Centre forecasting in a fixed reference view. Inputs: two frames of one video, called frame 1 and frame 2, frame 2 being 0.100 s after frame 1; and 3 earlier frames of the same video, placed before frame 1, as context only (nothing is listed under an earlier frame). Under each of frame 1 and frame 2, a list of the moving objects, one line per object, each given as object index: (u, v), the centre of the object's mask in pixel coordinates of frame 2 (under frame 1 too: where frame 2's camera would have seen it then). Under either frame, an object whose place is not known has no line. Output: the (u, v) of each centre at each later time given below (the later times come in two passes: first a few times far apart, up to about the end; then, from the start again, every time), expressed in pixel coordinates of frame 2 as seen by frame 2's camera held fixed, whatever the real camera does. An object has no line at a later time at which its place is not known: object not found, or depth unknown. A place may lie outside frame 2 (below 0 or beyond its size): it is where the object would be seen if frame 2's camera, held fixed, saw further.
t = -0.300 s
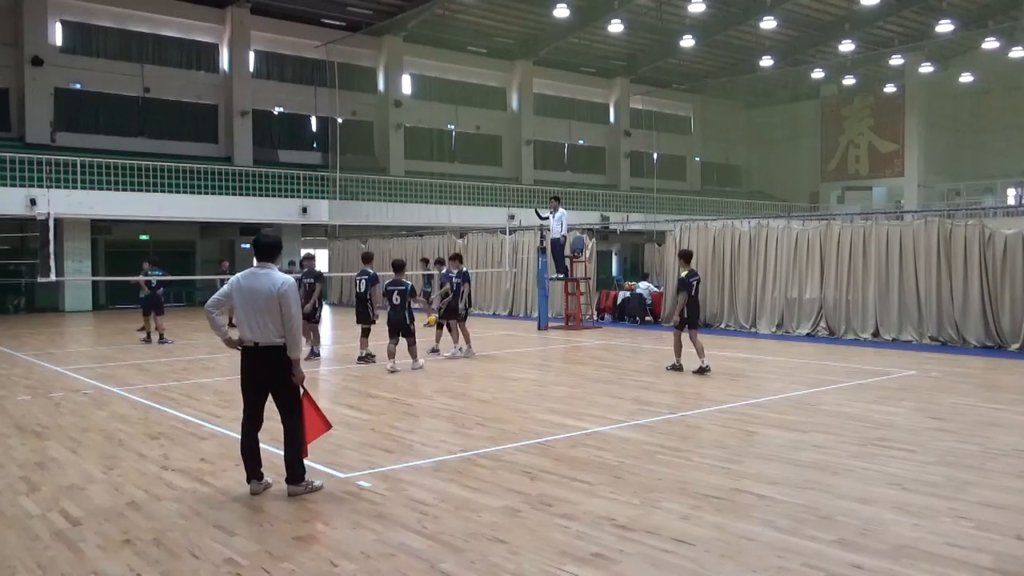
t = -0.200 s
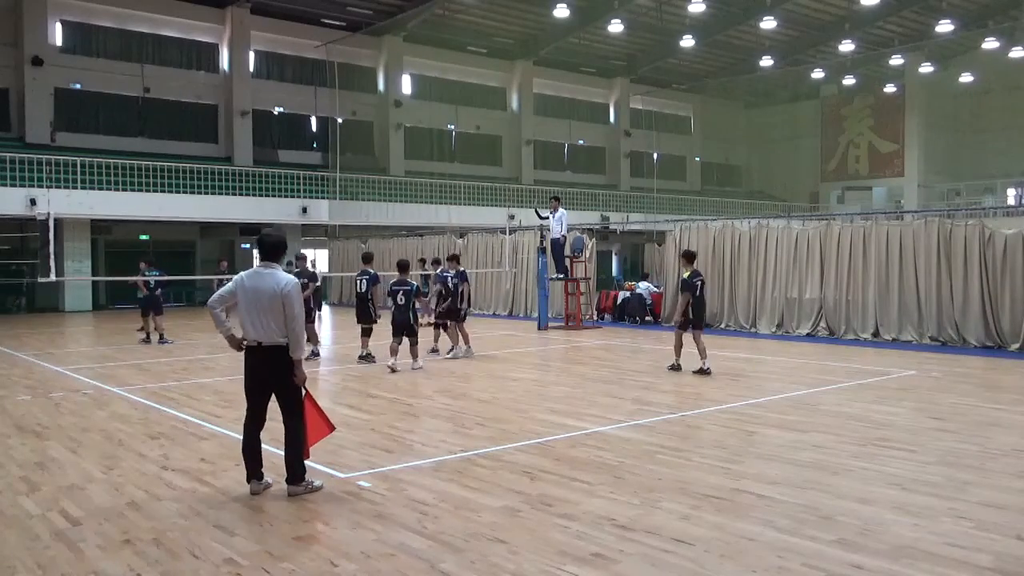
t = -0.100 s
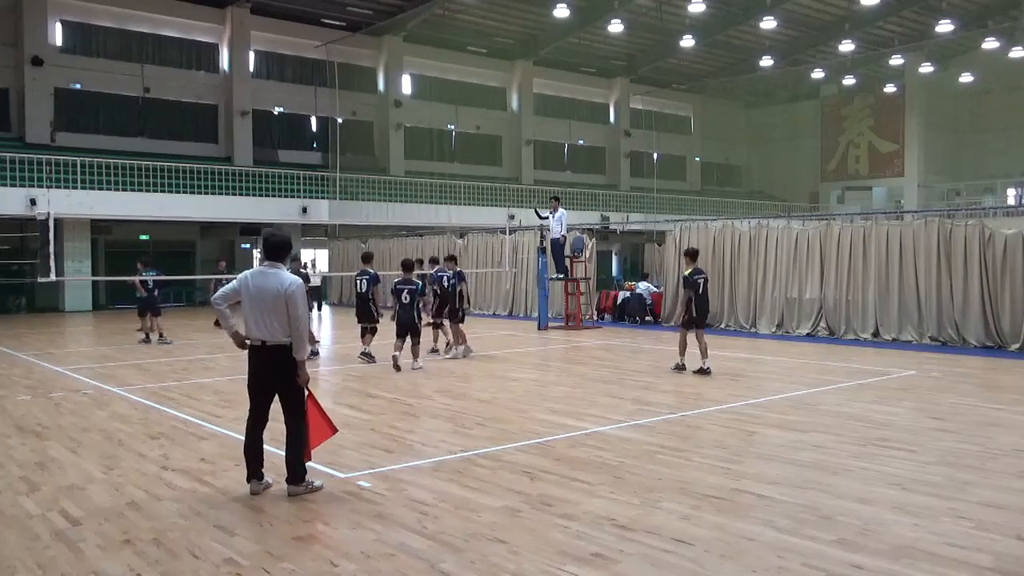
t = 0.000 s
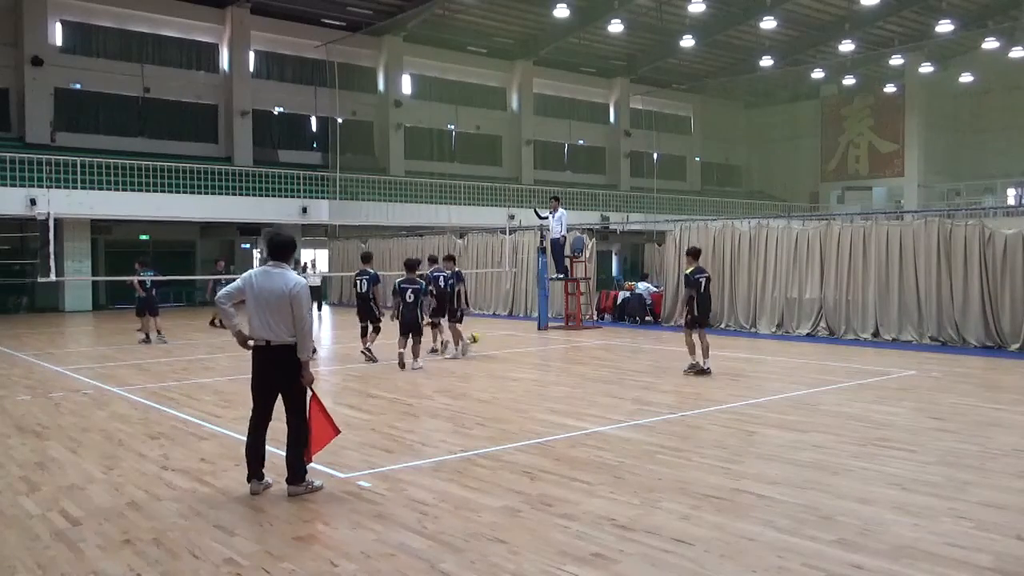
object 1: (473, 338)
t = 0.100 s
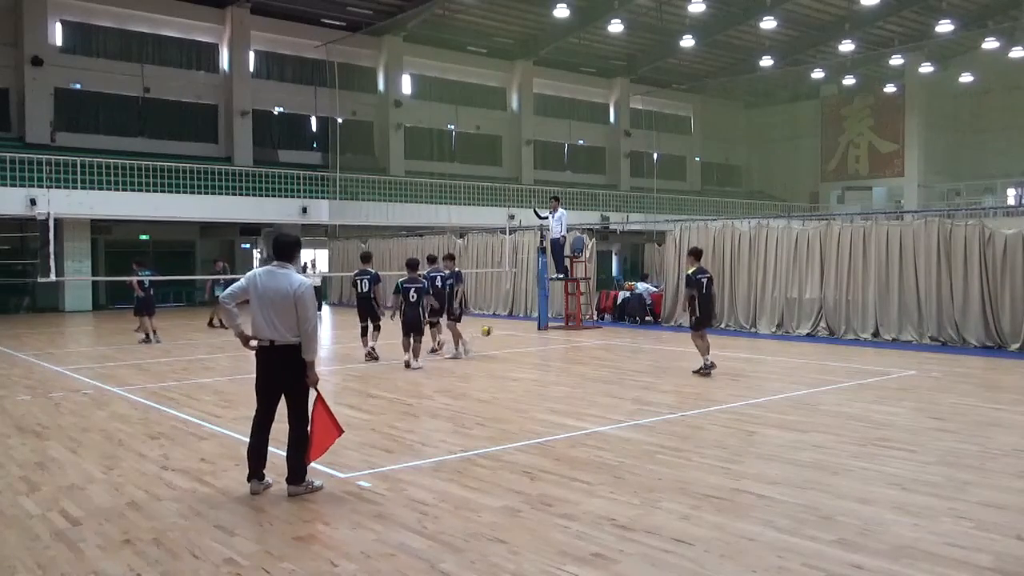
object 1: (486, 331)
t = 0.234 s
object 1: (504, 329)
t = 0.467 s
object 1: (537, 351)
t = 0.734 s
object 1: (576, 342)
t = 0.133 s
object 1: (491, 329)
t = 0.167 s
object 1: (494, 329)
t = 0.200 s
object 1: (500, 328)
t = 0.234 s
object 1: (504, 329)
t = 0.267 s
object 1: (509, 331)
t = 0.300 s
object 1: (513, 333)
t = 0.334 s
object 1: (518, 335)
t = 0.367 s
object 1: (523, 338)
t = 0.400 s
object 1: (528, 343)
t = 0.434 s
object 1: (532, 347)
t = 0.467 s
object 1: (537, 351)
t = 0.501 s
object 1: (542, 347)
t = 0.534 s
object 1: (547, 344)
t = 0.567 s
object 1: (552, 342)
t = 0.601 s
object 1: (557, 341)
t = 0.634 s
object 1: (562, 339)
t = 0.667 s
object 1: (567, 339)
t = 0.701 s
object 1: (572, 340)
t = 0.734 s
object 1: (576, 342)
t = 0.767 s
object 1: (582, 344)
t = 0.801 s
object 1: (587, 347)
